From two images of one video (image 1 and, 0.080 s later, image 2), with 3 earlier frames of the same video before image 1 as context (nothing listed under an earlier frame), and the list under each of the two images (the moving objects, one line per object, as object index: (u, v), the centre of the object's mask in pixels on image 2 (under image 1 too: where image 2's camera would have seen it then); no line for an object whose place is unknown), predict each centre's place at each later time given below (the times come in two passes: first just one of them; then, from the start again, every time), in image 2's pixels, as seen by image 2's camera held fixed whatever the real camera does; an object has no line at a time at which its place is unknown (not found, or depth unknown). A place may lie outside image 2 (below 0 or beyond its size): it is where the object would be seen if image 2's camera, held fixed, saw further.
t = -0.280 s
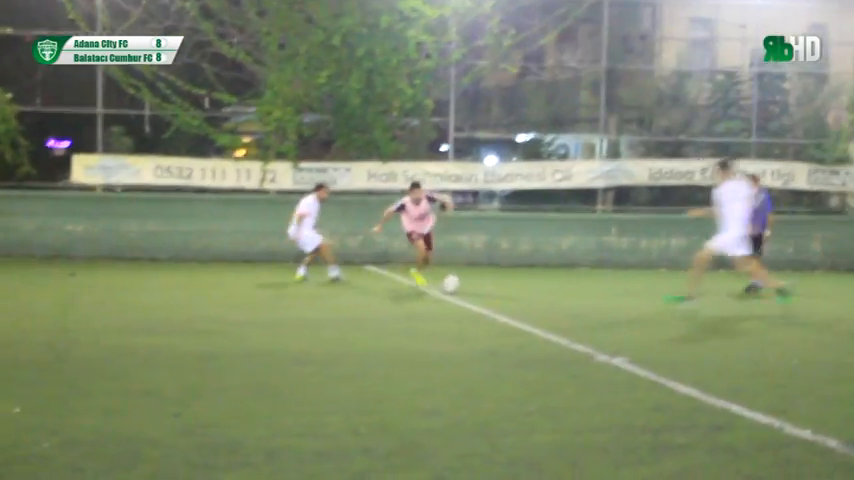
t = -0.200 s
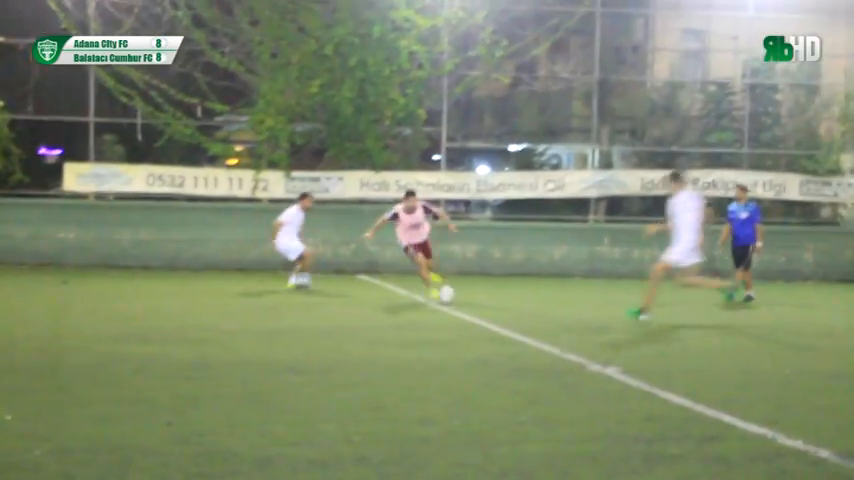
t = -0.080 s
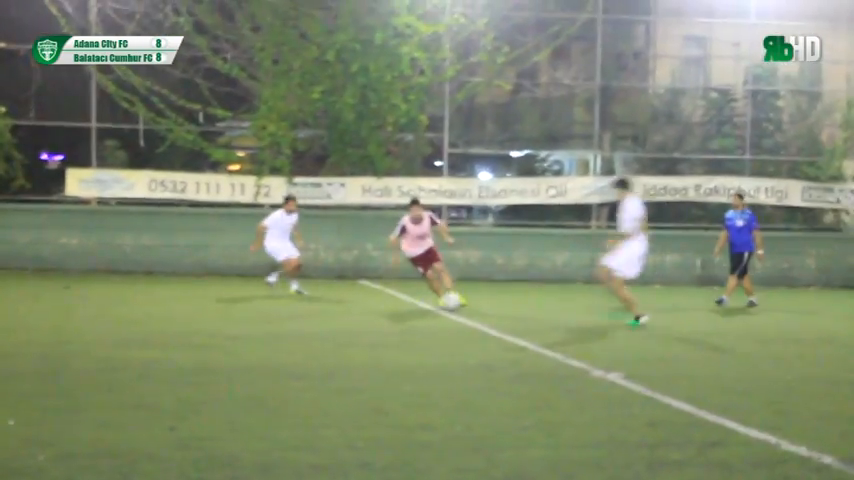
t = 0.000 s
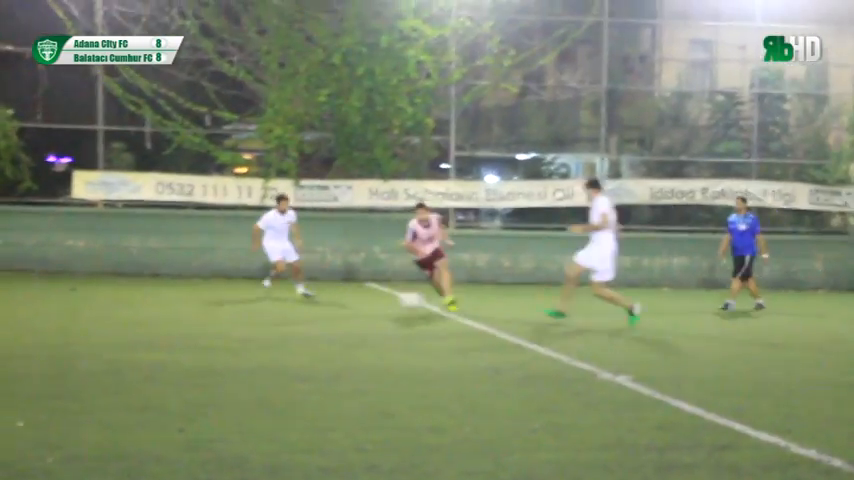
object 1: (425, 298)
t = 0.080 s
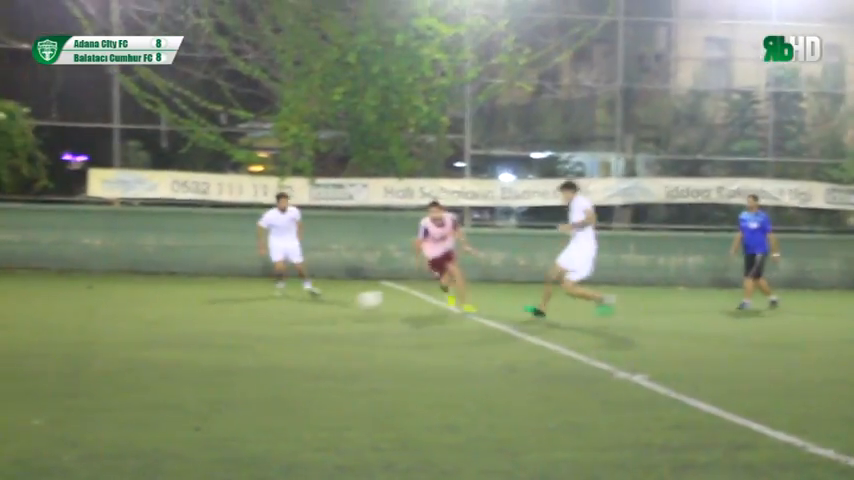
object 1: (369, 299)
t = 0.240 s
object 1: (248, 314)
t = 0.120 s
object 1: (341, 302)
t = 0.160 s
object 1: (312, 307)
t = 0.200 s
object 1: (279, 314)
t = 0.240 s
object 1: (248, 314)
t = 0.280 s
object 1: (220, 313)
